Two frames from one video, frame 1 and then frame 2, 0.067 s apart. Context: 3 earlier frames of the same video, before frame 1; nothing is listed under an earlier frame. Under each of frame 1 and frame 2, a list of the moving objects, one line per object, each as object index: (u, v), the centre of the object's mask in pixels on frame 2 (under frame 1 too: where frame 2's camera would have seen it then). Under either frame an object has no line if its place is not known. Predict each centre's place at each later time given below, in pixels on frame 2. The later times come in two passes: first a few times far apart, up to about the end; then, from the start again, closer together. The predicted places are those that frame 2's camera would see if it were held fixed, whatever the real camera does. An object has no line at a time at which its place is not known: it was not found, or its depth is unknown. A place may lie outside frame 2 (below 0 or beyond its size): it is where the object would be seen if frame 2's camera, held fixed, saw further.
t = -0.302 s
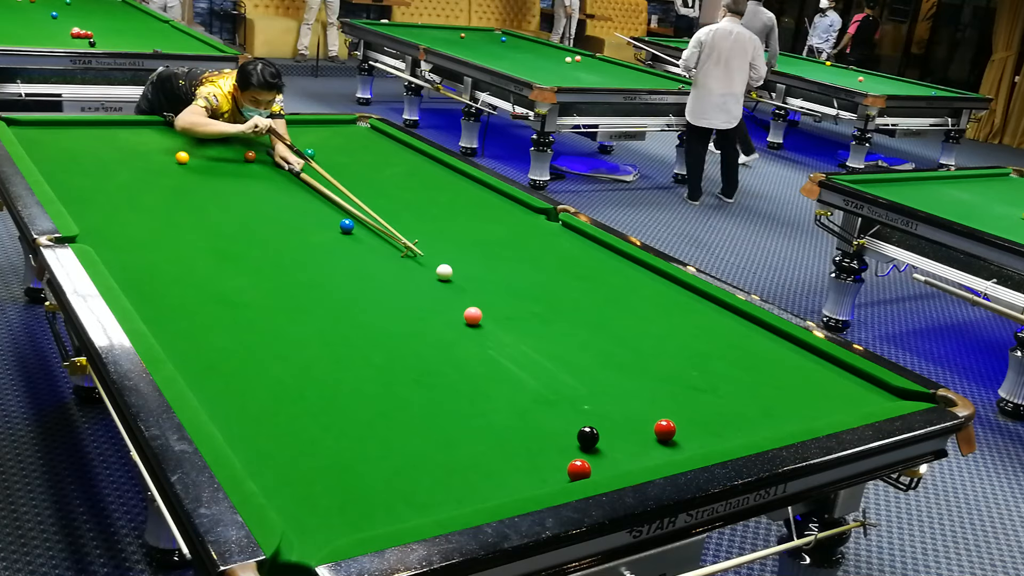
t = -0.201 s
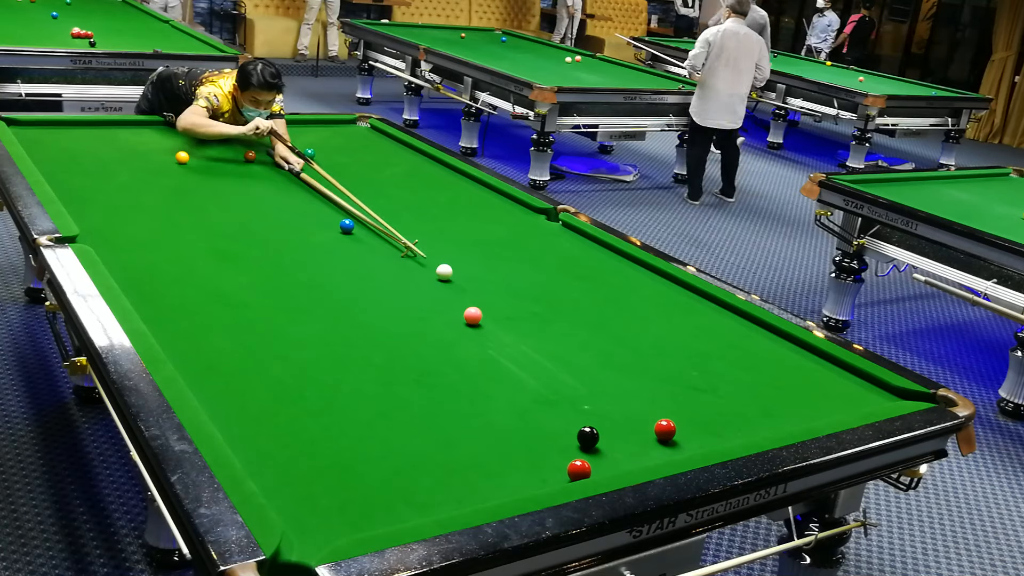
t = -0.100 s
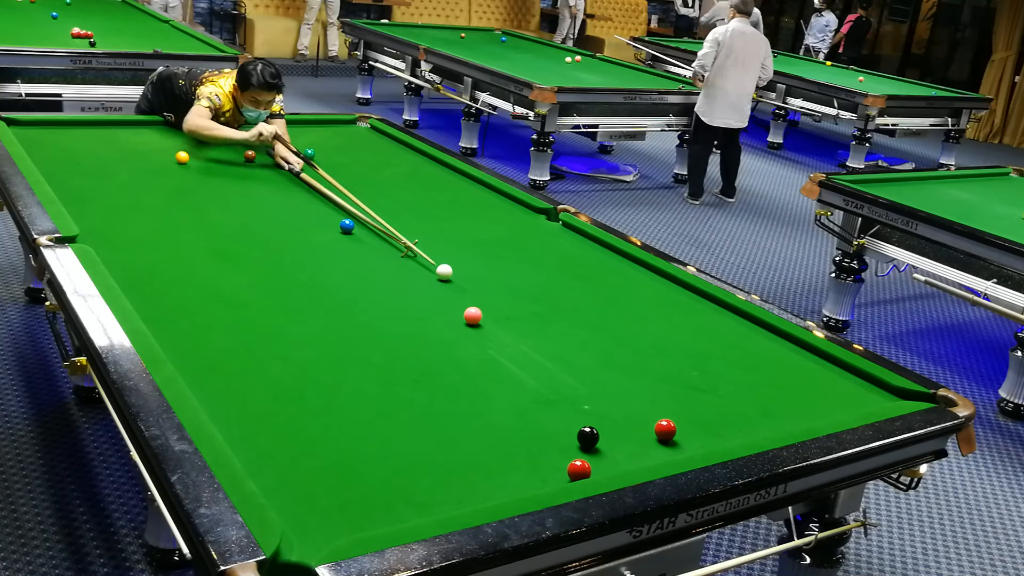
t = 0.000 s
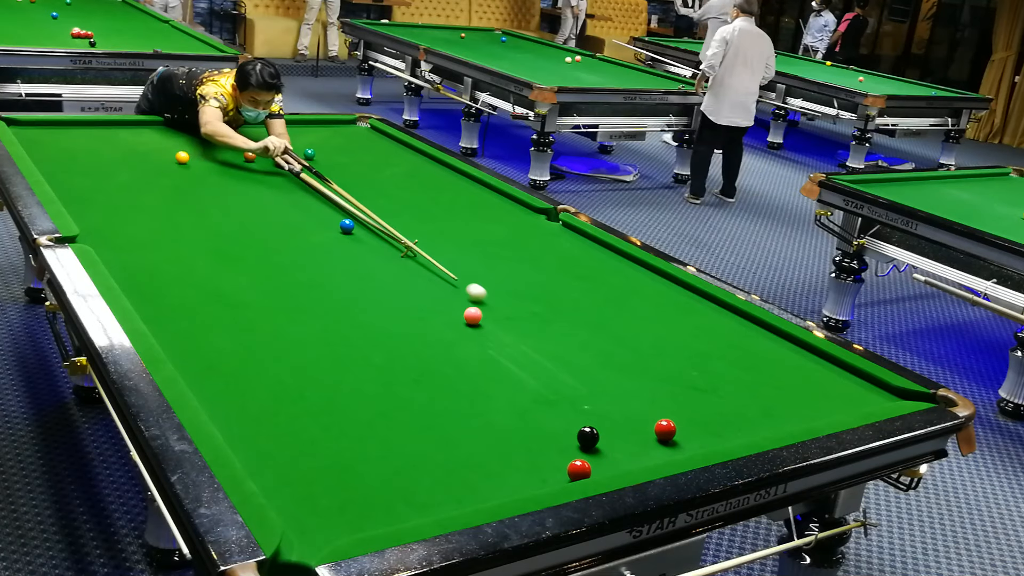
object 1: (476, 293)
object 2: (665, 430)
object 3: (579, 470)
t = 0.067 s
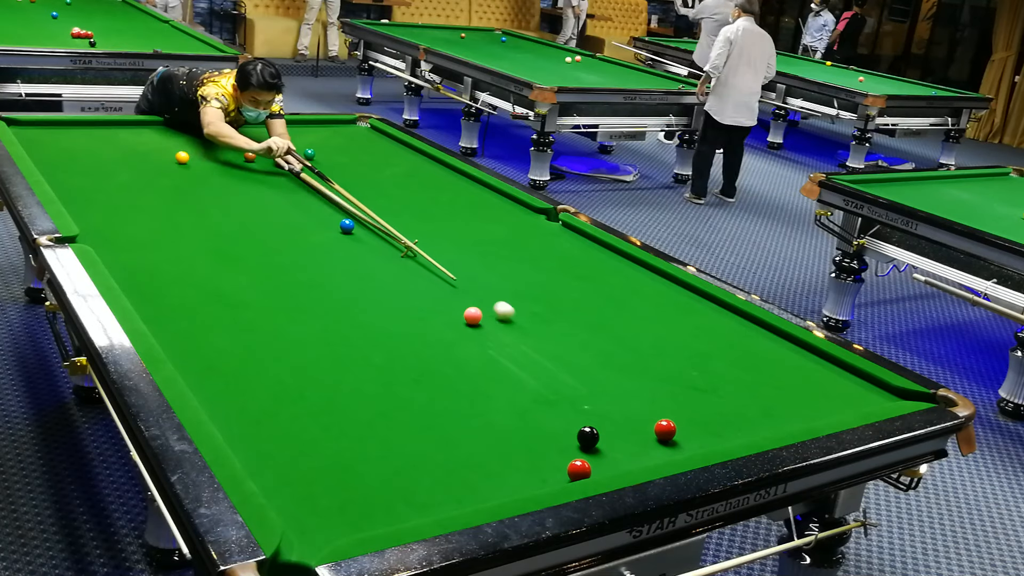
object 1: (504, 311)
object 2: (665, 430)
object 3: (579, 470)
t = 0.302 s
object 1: (601, 375)
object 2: (665, 430)
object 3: (579, 470)
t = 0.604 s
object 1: (709, 422)
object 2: (653, 444)
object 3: (579, 470)
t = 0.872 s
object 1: (665, 365)
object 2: (633, 460)
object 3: (579, 470)
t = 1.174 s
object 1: (629, 316)
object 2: (596, 462)
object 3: (579, 470)
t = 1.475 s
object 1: (601, 278)
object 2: (571, 455)
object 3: (571, 473)
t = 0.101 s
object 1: (517, 320)
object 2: (665, 430)
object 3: (579, 470)
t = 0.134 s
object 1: (531, 329)
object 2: (665, 430)
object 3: (579, 470)
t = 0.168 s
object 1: (545, 338)
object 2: (665, 430)
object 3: (579, 470)
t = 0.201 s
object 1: (558, 347)
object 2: (665, 430)
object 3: (579, 470)
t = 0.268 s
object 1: (586, 365)
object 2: (665, 430)
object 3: (579, 470)
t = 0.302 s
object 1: (601, 375)
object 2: (665, 430)
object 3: (579, 470)
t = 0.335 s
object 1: (616, 384)
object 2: (665, 430)
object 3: (579, 470)
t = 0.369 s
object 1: (632, 395)
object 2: (665, 430)
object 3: (579, 470)
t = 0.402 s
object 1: (648, 405)
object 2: (665, 430)
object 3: (579, 470)
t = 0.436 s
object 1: (665, 413)
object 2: (665, 430)
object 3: (579, 470)
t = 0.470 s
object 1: (684, 425)
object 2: (663, 432)
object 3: (579, 470)
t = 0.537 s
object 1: (724, 438)
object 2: (658, 438)
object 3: (579, 470)
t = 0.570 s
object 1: (717, 432)
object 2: (656, 441)
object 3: (579, 470)
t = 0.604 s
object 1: (709, 422)
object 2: (653, 444)
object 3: (579, 470)
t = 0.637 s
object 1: (702, 413)
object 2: (651, 447)
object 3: (579, 470)
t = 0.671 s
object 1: (695, 405)
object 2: (649, 449)
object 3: (579, 470)
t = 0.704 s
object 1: (690, 398)
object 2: (647, 451)
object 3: (579, 470)
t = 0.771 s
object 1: (679, 384)
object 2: (641, 455)
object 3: (579, 470)
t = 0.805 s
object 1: (674, 377)
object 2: (639, 457)
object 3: (579, 470)
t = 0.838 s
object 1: (669, 371)
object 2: (637, 459)
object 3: (579, 470)
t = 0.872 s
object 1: (665, 365)
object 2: (633, 460)
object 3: (579, 470)
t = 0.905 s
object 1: (660, 359)
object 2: (629, 460)
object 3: (579, 470)
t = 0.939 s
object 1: (656, 353)
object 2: (624, 461)
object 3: (579, 470)
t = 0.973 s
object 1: (652, 347)
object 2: (620, 461)
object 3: (579, 470)
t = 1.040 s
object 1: (643, 336)
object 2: (612, 462)
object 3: (579, 470)
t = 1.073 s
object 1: (640, 331)
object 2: (607, 462)
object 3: (579, 470)
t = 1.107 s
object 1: (636, 326)
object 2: (603, 462)
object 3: (579, 470)
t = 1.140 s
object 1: (632, 321)
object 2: (600, 462)
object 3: (579, 470)
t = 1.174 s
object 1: (629, 316)
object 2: (596, 462)
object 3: (579, 470)
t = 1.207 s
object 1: (625, 312)
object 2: (593, 461)
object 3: (578, 470)
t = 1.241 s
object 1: (622, 307)
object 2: (591, 460)
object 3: (577, 470)
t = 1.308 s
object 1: (616, 298)
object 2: (585, 457)
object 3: (575, 471)
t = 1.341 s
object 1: (612, 294)
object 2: (582, 456)
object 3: (575, 472)
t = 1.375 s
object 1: (610, 290)
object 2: (579, 456)
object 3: (574, 472)
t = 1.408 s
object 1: (606, 286)
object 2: (576, 455)
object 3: (573, 473)
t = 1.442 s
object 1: (604, 282)
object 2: (574, 455)
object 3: (572, 473)
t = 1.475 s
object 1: (601, 278)
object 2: (571, 455)
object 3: (571, 473)
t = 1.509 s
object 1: (598, 274)
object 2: (569, 454)
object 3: (570, 473)
